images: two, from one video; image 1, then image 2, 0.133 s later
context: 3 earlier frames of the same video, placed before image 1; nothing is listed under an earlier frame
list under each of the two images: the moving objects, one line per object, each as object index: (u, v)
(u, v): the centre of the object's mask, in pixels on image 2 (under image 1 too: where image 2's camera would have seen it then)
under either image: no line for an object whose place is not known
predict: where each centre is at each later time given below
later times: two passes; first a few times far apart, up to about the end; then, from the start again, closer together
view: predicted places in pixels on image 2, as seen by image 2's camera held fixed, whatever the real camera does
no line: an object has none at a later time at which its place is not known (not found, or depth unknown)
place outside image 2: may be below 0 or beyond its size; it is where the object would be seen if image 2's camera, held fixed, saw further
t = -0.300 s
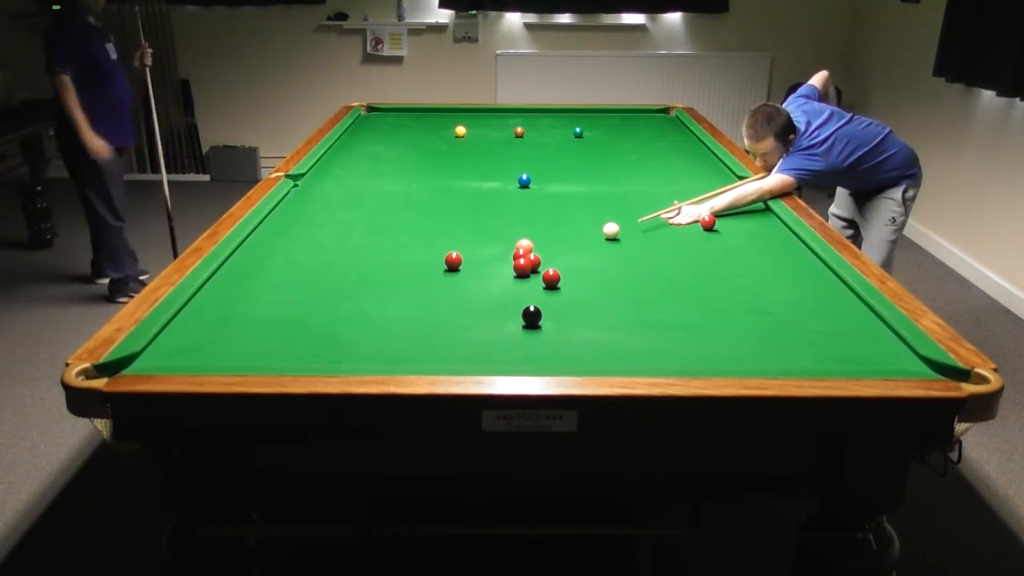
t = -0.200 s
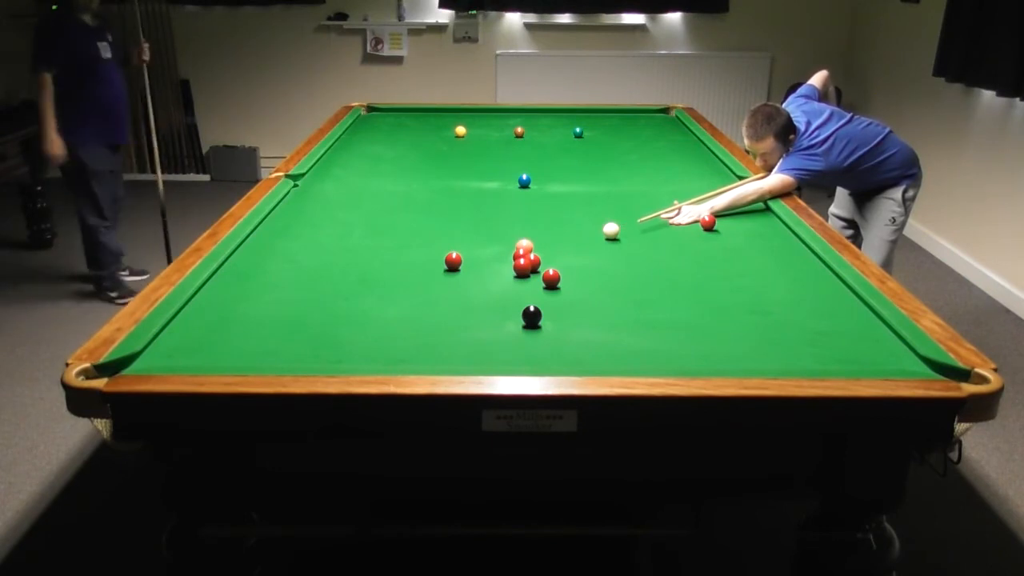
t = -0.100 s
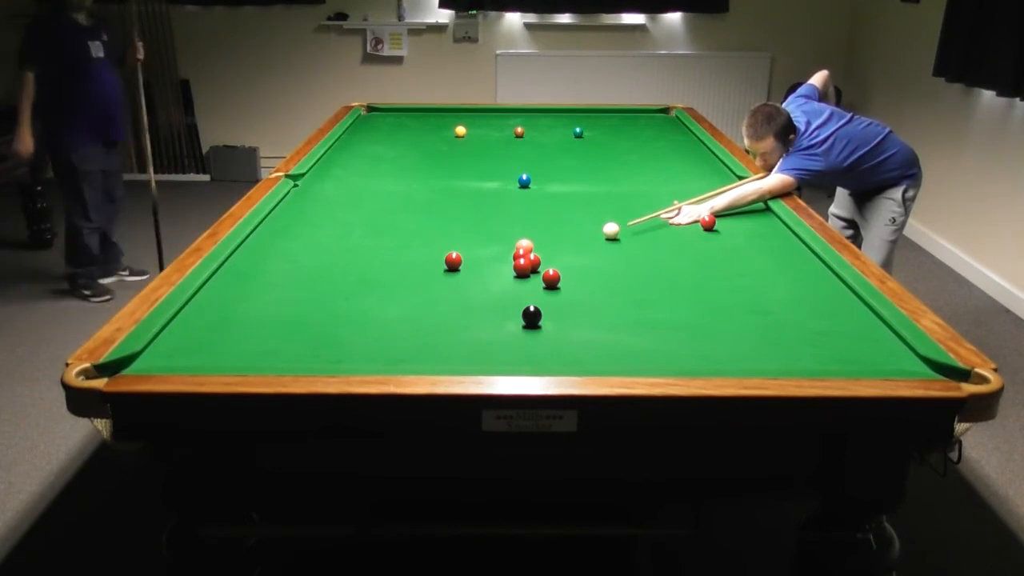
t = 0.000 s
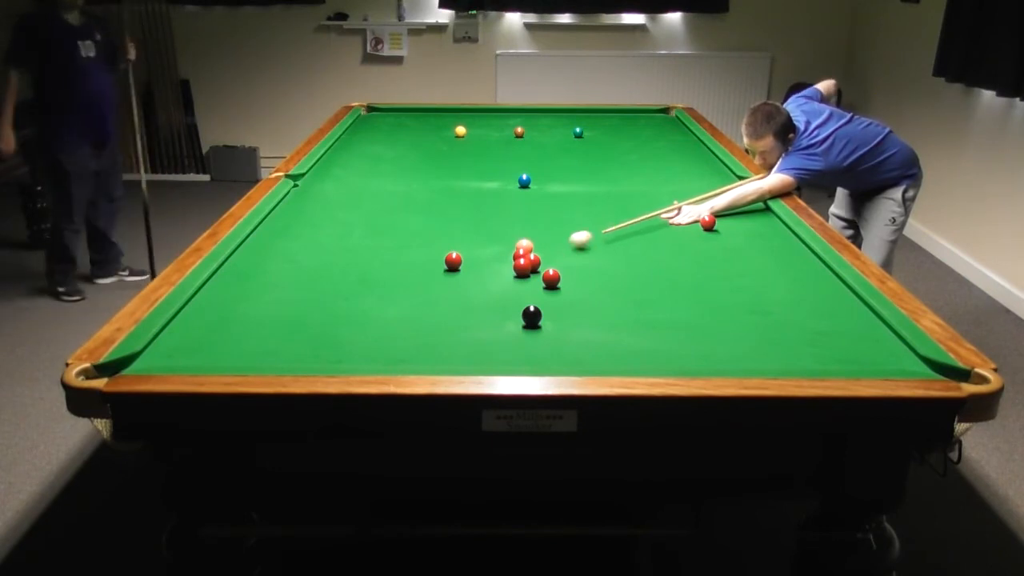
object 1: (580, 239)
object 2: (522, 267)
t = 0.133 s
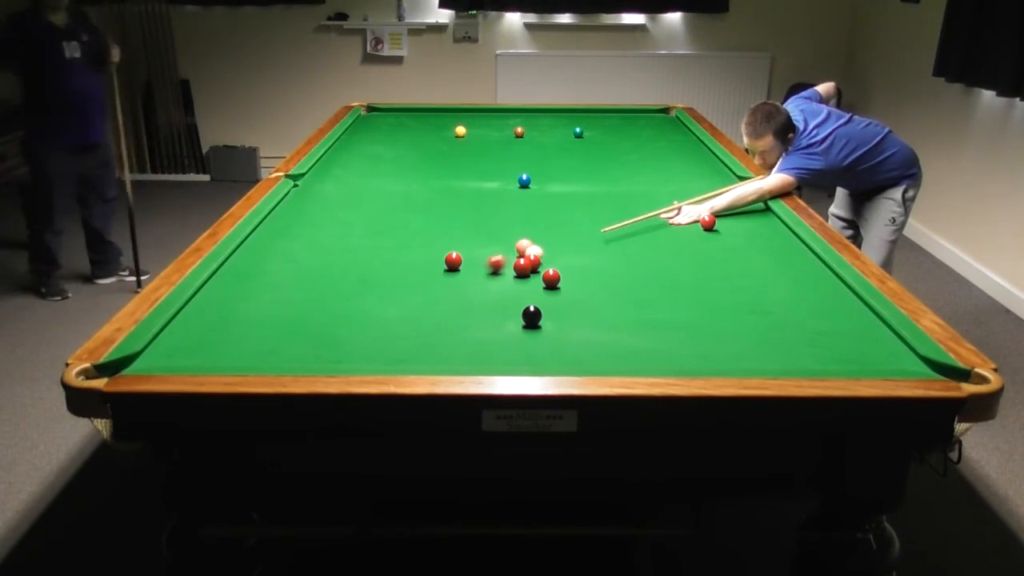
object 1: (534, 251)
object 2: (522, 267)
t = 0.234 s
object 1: (529, 252)
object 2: (522, 267)
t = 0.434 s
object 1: (513, 256)
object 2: (518, 269)
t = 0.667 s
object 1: (497, 261)
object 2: (514, 272)
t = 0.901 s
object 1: (482, 262)
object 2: (511, 273)
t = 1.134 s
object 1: (468, 264)
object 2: (508, 275)
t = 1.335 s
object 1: (461, 266)
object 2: (506, 276)
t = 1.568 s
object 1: (454, 268)
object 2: (506, 277)
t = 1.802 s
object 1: (449, 269)
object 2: (506, 277)
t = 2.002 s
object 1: (445, 271)
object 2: (506, 277)
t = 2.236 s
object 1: (442, 272)
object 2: (506, 277)
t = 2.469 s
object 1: (439, 273)
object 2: (506, 277)
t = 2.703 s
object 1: (439, 273)
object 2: (506, 278)
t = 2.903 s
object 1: (439, 273)
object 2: (506, 277)
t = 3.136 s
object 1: (439, 273)
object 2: (506, 277)
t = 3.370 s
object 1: (439, 273)
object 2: (506, 277)
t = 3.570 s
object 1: (439, 273)
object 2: (506, 277)
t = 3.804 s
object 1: (439, 273)
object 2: (506, 277)
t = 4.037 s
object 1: (439, 273)
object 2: (506, 277)
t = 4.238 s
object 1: (439, 273)
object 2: (506, 277)
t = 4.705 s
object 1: (439, 273)
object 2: (506, 277)
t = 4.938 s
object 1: (439, 273)
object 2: (506, 277)
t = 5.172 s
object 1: (439, 273)
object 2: (506, 277)
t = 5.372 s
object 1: (439, 273)
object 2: (506, 277)
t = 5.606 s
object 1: (439, 273)
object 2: (506, 277)
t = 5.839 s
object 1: (439, 273)
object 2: (506, 278)
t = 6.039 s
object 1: (439, 273)
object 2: (506, 278)
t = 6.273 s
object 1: (439, 273)
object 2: (506, 277)
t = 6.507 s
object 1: (439, 273)
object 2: (506, 277)
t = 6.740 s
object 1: (439, 273)
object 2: (506, 277)
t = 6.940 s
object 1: (439, 273)
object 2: (506, 277)
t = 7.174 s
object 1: (439, 273)
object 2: (506, 277)
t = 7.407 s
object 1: (439, 273)
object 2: (506, 277)
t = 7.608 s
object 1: (439, 273)
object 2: (506, 277)
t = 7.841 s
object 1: (439, 273)
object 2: (506, 277)
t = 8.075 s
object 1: (439, 273)
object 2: (506, 277)
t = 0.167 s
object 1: (533, 251)
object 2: (522, 267)
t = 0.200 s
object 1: (532, 252)
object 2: (522, 267)
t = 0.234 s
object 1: (529, 252)
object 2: (522, 267)
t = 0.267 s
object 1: (525, 253)
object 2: (521, 267)
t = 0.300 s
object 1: (523, 254)
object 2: (521, 268)
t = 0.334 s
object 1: (521, 255)
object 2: (520, 269)
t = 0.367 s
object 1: (518, 255)
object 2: (519, 268)
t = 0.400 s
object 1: (516, 256)
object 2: (519, 269)
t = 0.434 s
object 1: (513, 256)
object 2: (518, 269)
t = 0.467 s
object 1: (510, 257)
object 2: (517, 270)
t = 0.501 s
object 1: (509, 258)
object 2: (517, 270)
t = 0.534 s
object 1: (506, 259)
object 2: (516, 270)
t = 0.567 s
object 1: (503, 259)
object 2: (515, 271)
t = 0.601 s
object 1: (502, 259)
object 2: (515, 271)
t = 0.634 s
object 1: (499, 260)
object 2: (514, 271)
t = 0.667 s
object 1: (497, 261)
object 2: (514, 272)
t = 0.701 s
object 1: (495, 260)
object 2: (514, 272)
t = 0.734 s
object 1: (493, 261)
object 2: (513, 272)
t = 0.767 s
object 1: (490, 261)
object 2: (512, 273)
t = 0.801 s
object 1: (489, 262)
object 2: (512, 273)
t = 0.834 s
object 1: (486, 262)
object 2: (511, 273)
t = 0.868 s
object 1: (483, 262)
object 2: (511, 273)
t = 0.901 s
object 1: (482, 262)
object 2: (511, 273)
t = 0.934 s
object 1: (480, 263)
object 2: (510, 274)
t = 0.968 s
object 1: (477, 263)
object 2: (510, 274)
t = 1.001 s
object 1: (476, 263)
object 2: (509, 274)
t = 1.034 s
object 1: (474, 263)
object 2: (509, 274)
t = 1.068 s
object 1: (472, 264)
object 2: (508, 275)
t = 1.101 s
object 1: (470, 264)
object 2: (508, 275)
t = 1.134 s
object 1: (468, 264)
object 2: (508, 275)
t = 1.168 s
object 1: (466, 264)
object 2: (507, 275)
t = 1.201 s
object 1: (465, 265)
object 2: (507, 275)
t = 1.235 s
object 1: (464, 265)
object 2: (507, 276)
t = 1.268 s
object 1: (463, 265)
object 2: (507, 276)
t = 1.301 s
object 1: (462, 266)
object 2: (506, 276)
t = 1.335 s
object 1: (461, 266)
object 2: (506, 276)
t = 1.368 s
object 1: (459, 266)
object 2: (506, 276)
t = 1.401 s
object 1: (459, 266)
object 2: (506, 276)
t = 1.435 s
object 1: (458, 267)
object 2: (506, 277)
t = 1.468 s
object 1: (456, 267)
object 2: (506, 277)
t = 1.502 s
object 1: (456, 267)
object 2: (506, 277)
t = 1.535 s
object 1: (455, 268)
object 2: (506, 277)
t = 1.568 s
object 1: (454, 268)
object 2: (506, 277)
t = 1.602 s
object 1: (453, 268)
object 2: (506, 277)
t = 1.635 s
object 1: (452, 268)
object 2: (506, 277)
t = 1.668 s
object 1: (451, 269)
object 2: (506, 277)
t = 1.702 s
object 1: (451, 269)
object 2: (506, 277)
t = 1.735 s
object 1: (450, 269)
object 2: (506, 277)
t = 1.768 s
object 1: (449, 269)
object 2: (506, 277)
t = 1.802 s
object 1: (449, 269)
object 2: (506, 277)
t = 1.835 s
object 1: (448, 270)
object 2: (506, 278)
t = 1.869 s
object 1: (448, 270)
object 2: (506, 277)
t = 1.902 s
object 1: (447, 270)
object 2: (506, 277)
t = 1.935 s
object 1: (446, 270)
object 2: (506, 277)
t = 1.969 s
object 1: (445, 271)
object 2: (506, 277)
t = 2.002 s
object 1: (445, 271)
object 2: (506, 277)
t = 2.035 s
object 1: (444, 271)
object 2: (506, 277)
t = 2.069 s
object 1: (444, 271)
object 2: (506, 277)
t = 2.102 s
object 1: (444, 271)
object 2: (506, 277)
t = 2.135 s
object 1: (443, 271)
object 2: (506, 277)
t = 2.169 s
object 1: (443, 271)
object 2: (506, 277)
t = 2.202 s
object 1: (442, 271)
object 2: (506, 277)
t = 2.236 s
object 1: (442, 272)
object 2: (506, 277)
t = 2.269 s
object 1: (441, 272)
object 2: (506, 277)
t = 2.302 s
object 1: (441, 272)
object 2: (506, 277)
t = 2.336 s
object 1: (441, 272)
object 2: (506, 277)
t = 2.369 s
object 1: (440, 272)
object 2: (506, 277)
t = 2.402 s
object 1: (440, 272)
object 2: (506, 277)
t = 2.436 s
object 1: (440, 272)
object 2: (506, 277)
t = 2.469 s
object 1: (439, 273)
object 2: (506, 277)
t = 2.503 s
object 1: (439, 273)
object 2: (506, 277)
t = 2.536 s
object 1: (439, 273)
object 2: (506, 277)
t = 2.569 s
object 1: (439, 273)
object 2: (506, 277)
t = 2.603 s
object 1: (439, 273)
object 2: (506, 277)
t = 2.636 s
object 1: (439, 273)
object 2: (506, 277)
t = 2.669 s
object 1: (439, 273)
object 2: (506, 278)
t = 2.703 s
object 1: (439, 273)
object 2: (506, 278)
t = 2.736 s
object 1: (439, 273)
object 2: (506, 277)
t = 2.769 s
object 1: (439, 273)
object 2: (506, 277)
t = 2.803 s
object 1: (439, 273)
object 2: (506, 277)
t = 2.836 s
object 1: (439, 273)
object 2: (506, 277)
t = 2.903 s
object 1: (439, 273)
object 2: (506, 277)
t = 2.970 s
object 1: (439, 273)
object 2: (506, 277)
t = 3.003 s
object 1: (439, 273)
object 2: (506, 277)
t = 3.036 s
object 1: (439, 273)
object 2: (506, 277)
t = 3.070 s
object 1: (439, 273)
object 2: (506, 277)
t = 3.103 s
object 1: (439, 273)
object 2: (506, 277)
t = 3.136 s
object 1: (439, 273)
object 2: (506, 277)
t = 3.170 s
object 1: (439, 273)
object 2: (506, 277)
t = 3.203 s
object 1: (439, 273)
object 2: (506, 277)
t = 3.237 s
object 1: (439, 273)
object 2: (506, 277)
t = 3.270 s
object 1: (439, 273)
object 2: (506, 277)
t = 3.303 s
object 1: (439, 273)
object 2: (506, 277)
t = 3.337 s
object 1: (439, 273)
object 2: (506, 277)
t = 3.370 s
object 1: (439, 273)
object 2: (506, 277)
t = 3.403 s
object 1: (439, 273)
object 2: (506, 277)
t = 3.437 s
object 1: (439, 273)
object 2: (506, 277)
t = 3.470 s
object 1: (439, 273)
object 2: (506, 277)
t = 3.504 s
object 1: (439, 273)
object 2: (506, 277)
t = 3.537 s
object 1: (439, 273)
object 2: (506, 277)
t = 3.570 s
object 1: (439, 273)
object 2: (506, 277)
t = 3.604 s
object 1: (439, 273)
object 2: (506, 277)
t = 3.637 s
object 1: (439, 273)
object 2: (506, 277)
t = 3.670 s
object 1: (439, 273)
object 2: (506, 277)
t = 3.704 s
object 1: (439, 273)
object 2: (506, 277)
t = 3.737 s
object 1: (439, 273)
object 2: (506, 277)
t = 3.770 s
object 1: (439, 273)
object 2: (506, 277)
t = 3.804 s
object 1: (439, 273)
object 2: (506, 277)
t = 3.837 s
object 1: (439, 273)
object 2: (506, 277)
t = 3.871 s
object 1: (439, 273)
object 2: (506, 277)
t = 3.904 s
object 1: (439, 273)
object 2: (506, 277)
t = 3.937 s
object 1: (439, 273)
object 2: (506, 277)
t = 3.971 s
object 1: (439, 273)
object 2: (506, 278)
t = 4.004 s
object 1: (439, 273)
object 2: (506, 278)
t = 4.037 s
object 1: (439, 273)
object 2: (506, 277)
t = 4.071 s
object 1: (439, 273)
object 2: (506, 277)
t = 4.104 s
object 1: (439, 273)
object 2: (506, 277)
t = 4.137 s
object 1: (439, 273)
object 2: (506, 278)
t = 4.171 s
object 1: (439, 273)
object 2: (506, 278)
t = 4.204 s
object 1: (439, 273)
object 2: (506, 277)
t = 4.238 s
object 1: (439, 273)
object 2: (506, 277)
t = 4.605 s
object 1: (441, 273)
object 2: (506, 277)
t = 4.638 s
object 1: (439, 273)
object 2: (506, 277)
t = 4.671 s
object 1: (439, 273)
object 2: (506, 277)
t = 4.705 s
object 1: (439, 273)
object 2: (506, 277)
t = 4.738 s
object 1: (439, 273)
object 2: (506, 277)
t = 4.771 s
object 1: (439, 273)
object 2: (506, 277)
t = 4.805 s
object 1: (439, 273)
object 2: (506, 277)
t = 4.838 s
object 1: (439, 273)
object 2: (506, 277)
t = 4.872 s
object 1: (439, 273)
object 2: (506, 277)
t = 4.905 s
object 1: (439, 273)
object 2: (506, 277)
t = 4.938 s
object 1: (439, 273)
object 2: (506, 277)
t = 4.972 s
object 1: (439, 273)
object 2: (506, 277)
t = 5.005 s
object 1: (439, 273)
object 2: (506, 277)
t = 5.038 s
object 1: (439, 273)
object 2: (506, 277)
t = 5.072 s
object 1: (439, 273)
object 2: (506, 277)
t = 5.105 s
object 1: (439, 273)
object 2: (506, 277)
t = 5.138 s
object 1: (439, 273)
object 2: (506, 277)
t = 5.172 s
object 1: (439, 273)
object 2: (506, 277)
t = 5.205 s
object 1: (439, 273)
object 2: (506, 277)
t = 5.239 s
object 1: (439, 273)
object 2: (506, 277)
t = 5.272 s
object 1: (439, 273)
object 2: (506, 277)
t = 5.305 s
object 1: (439, 273)
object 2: (506, 277)
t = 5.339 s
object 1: (439, 273)
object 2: (506, 277)
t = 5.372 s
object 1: (439, 273)
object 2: (506, 277)
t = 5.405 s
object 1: (439, 273)
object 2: (506, 277)
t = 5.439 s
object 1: (439, 273)
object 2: (506, 277)
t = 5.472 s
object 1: (439, 273)
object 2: (506, 278)
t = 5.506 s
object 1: (439, 273)
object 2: (506, 277)
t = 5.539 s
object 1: (439, 273)
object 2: (506, 277)
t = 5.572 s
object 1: (439, 273)
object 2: (506, 277)
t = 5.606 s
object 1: (439, 273)
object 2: (506, 277)
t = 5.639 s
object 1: (439, 273)
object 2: (506, 278)
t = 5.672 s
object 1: (439, 273)
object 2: (506, 278)
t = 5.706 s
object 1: (439, 273)
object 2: (506, 278)
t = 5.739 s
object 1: (439, 273)
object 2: (506, 278)
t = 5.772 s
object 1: (439, 273)
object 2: (506, 278)
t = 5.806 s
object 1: (439, 273)
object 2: (506, 278)
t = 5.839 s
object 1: (439, 273)
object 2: (506, 278)
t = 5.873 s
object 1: (439, 273)
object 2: (506, 277)
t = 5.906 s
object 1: (439, 273)
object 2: (506, 277)
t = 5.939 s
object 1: (439, 273)
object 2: (506, 278)
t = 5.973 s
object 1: (439, 273)
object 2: (506, 278)
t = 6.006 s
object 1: (439, 273)
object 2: (506, 278)
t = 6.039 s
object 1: (439, 273)
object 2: (506, 278)
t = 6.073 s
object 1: (439, 273)
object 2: (506, 277)
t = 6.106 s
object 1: (439, 273)
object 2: (506, 277)
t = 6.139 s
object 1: (439, 273)
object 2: (506, 277)
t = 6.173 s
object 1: (439, 273)
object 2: (506, 277)
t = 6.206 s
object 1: (439, 273)
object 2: (506, 277)
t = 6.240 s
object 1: (439, 273)
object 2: (506, 277)
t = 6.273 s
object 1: (439, 273)
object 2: (506, 277)
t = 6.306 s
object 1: (439, 273)
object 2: (506, 277)
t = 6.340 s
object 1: (439, 273)
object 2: (506, 277)
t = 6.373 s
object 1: (439, 273)
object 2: (506, 277)
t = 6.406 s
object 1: (439, 273)
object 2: (506, 277)
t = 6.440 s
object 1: (439, 273)
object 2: (506, 277)
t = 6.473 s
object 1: (439, 273)
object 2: (506, 277)
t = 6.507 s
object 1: (439, 273)
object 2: (506, 277)
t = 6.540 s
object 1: (439, 273)
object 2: (506, 277)
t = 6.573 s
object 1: (439, 273)
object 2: (506, 277)
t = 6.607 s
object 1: (439, 273)
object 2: (506, 277)
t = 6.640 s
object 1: (439, 273)
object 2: (506, 277)
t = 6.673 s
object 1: (439, 273)
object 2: (506, 277)
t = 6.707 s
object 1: (439, 273)
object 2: (506, 277)
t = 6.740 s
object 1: (439, 273)
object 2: (506, 277)
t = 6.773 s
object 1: (439, 273)
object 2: (506, 277)
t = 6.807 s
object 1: (439, 273)
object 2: (506, 277)
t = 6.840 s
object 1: (439, 273)
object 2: (506, 277)
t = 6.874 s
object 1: (439, 273)
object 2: (506, 277)
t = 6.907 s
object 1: (439, 273)
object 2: (506, 277)
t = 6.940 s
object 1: (439, 273)
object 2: (506, 277)
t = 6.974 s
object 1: (439, 273)
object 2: (506, 277)
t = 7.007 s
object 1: (439, 273)
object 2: (506, 277)
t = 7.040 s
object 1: (439, 273)
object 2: (506, 277)
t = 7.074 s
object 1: (439, 273)
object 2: (506, 277)
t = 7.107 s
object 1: (439, 273)
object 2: (506, 277)
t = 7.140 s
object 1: (439, 273)
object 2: (506, 277)
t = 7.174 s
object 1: (439, 273)
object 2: (506, 277)
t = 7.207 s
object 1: (439, 273)
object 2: (506, 277)
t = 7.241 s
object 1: (439, 273)
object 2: (506, 277)
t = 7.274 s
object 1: (439, 273)
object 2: (506, 277)
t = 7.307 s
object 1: (439, 273)
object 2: (506, 277)
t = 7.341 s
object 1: (439, 273)
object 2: (506, 277)
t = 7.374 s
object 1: (439, 273)
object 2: (506, 277)
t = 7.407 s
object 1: (439, 273)
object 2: (506, 277)
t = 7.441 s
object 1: (439, 273)
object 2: (506, 277)
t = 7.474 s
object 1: (439, 273)
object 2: (506, 277)
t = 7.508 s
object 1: (439, 273)
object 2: (506, 277)
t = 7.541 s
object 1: (439, 273)
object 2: (506, 277)
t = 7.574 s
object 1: (439, 273)
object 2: (506, 277)
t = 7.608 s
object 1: (439, 273)
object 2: (506, 277)
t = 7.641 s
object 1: (439, 273)
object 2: (506, 277)
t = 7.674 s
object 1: (439, 273)
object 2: (506, 277)
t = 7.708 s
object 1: (439, 273)
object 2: (506, 277)
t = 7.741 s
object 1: (439, 273)
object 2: (506, 277)
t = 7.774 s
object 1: (439, 273)
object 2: (506, 277)
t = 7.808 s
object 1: (439, 273)
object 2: (506, 277)
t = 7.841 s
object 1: (439, 273)
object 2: (506, 277)
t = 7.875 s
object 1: (439, 273)
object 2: (506, 277)
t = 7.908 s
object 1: (439, 273)
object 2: (506, 277)
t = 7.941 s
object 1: (439, 273)
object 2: (506, 277)
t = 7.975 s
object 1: (439, 273)
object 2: (506, 277)
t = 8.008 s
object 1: (439, 273)
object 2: (506, 277)
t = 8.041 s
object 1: (439, 273)
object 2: (506, 277)
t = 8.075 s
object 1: (439, 273)
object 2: (506, 277)
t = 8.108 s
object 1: (439, 273)
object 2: (506, 277)
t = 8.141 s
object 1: (439, 273)
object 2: (506, 277)
